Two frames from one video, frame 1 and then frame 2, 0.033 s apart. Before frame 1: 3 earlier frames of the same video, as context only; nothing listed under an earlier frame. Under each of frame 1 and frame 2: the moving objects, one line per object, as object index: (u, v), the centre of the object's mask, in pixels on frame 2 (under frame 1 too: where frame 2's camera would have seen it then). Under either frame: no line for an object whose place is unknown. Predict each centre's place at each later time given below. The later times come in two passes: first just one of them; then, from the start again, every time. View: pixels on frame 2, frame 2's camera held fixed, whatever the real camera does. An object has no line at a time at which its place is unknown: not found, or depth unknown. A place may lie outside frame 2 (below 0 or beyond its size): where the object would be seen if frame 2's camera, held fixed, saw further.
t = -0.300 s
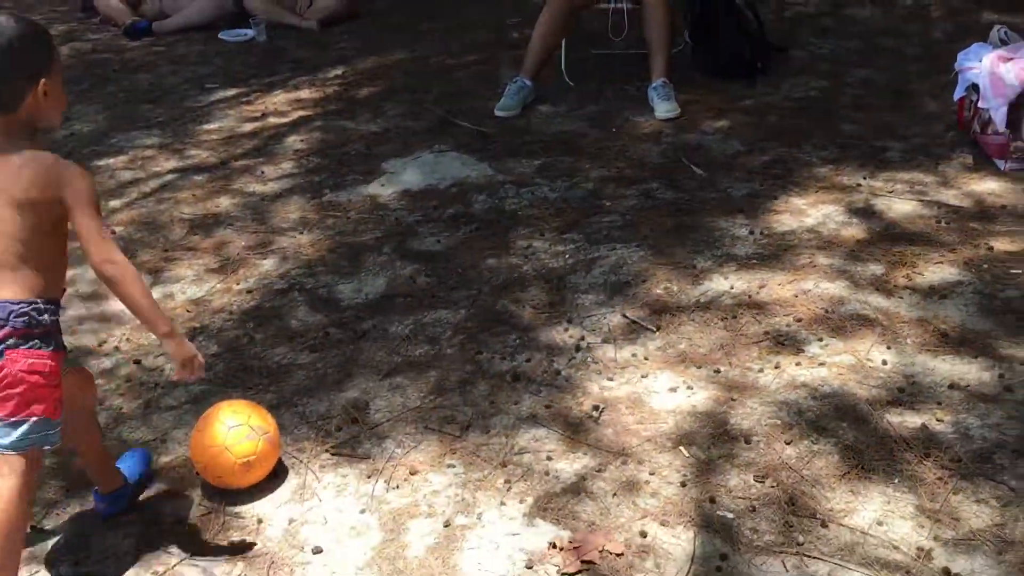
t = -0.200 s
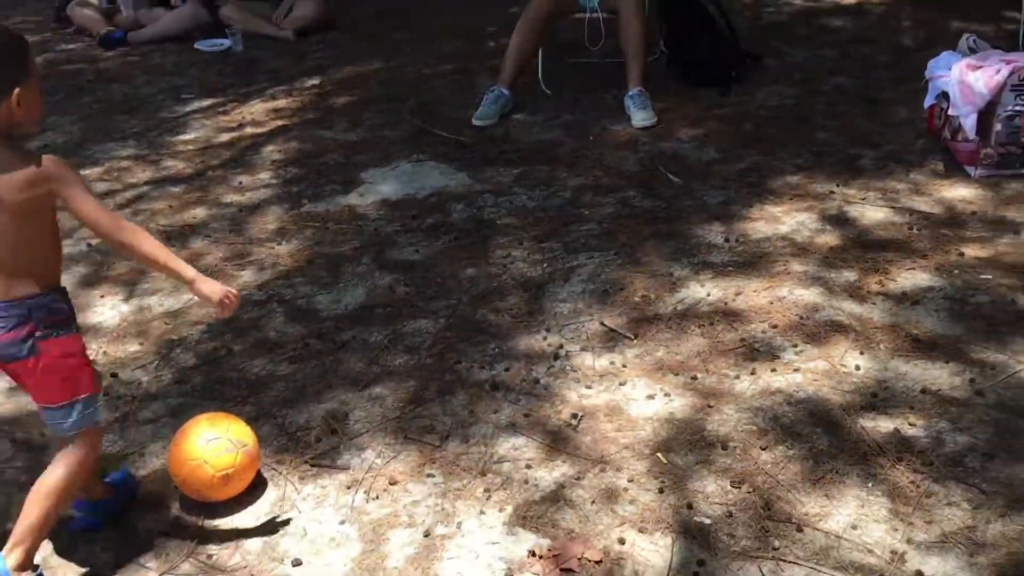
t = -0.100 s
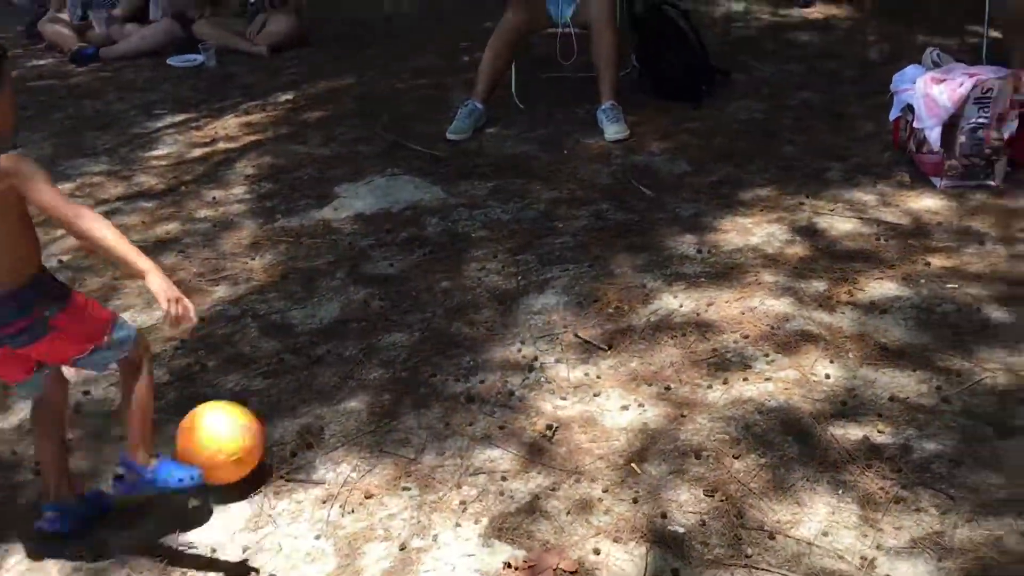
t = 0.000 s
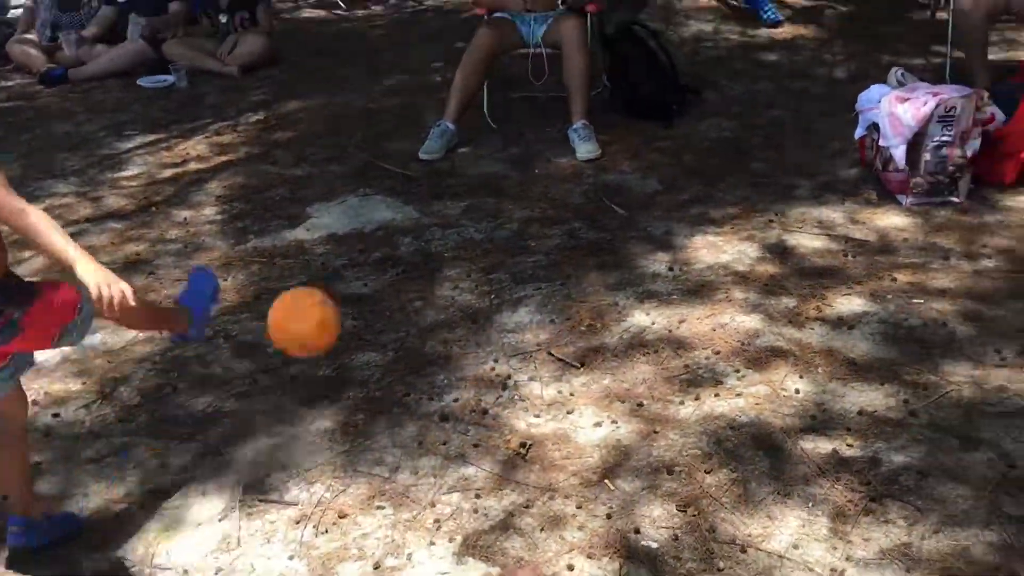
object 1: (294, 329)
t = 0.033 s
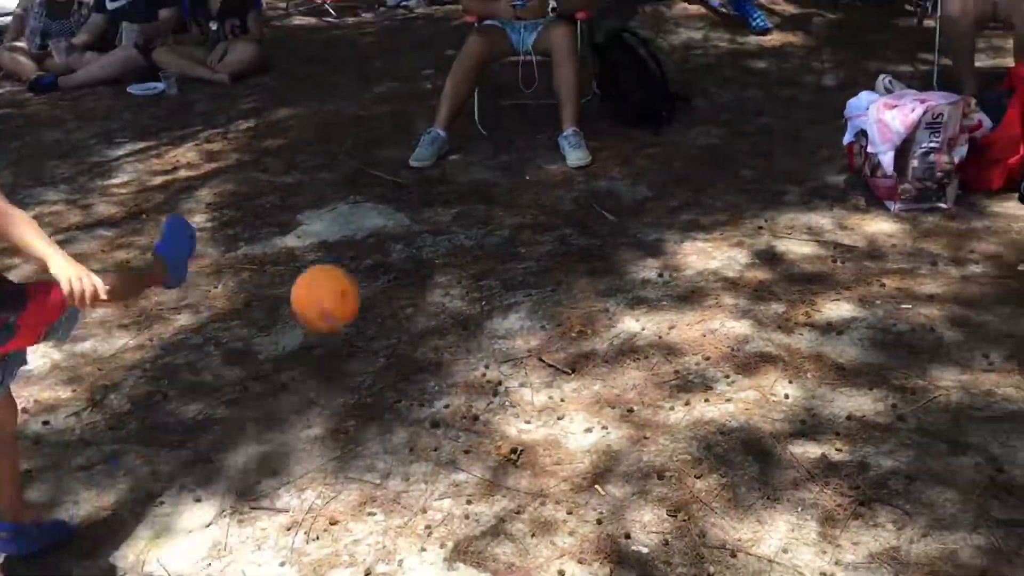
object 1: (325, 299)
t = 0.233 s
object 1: (463, 217)
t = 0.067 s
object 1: (354, 273)
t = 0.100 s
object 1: (380, 253)
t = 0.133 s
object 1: (404, 239)
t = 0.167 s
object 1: (426, 230)
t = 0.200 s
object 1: (446, 223)
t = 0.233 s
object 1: (463, 217)
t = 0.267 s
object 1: (472, 199)
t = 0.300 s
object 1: (480, 185)
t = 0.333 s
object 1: (488, 175)
